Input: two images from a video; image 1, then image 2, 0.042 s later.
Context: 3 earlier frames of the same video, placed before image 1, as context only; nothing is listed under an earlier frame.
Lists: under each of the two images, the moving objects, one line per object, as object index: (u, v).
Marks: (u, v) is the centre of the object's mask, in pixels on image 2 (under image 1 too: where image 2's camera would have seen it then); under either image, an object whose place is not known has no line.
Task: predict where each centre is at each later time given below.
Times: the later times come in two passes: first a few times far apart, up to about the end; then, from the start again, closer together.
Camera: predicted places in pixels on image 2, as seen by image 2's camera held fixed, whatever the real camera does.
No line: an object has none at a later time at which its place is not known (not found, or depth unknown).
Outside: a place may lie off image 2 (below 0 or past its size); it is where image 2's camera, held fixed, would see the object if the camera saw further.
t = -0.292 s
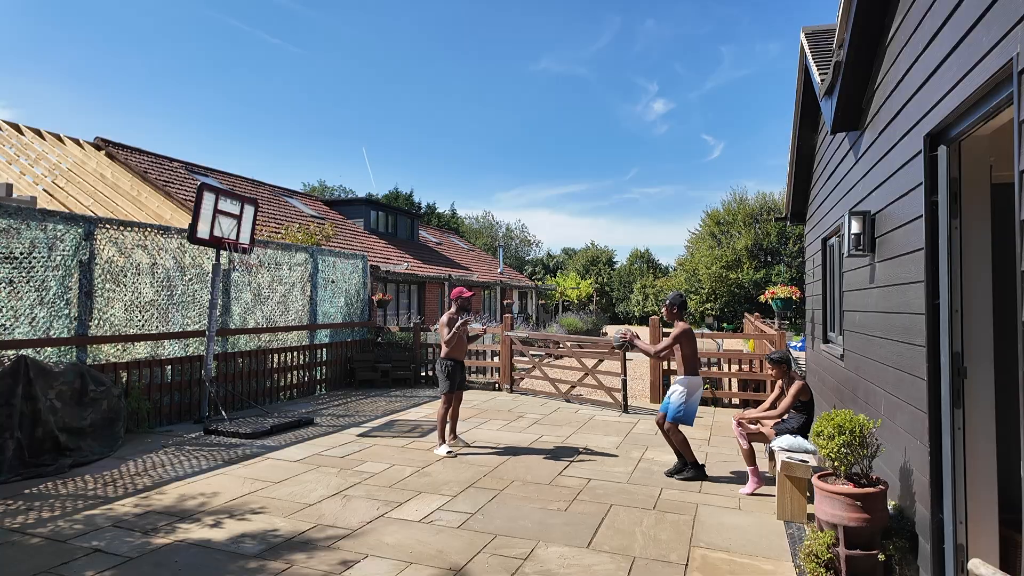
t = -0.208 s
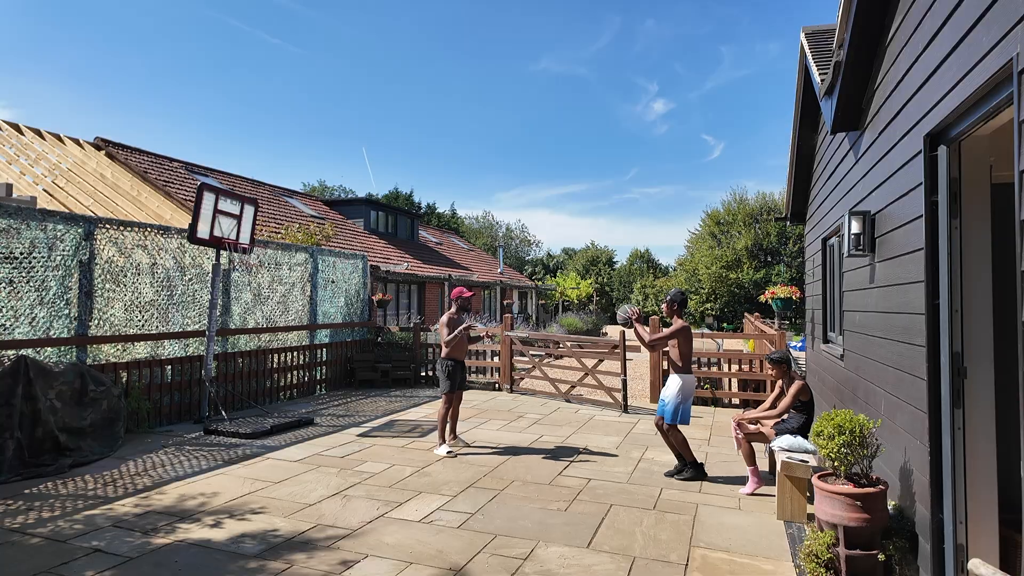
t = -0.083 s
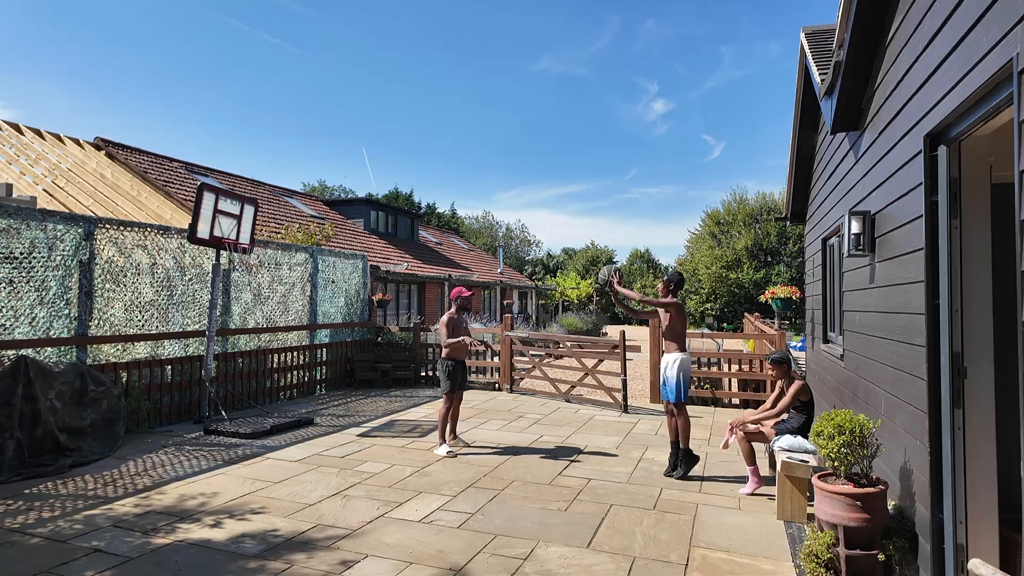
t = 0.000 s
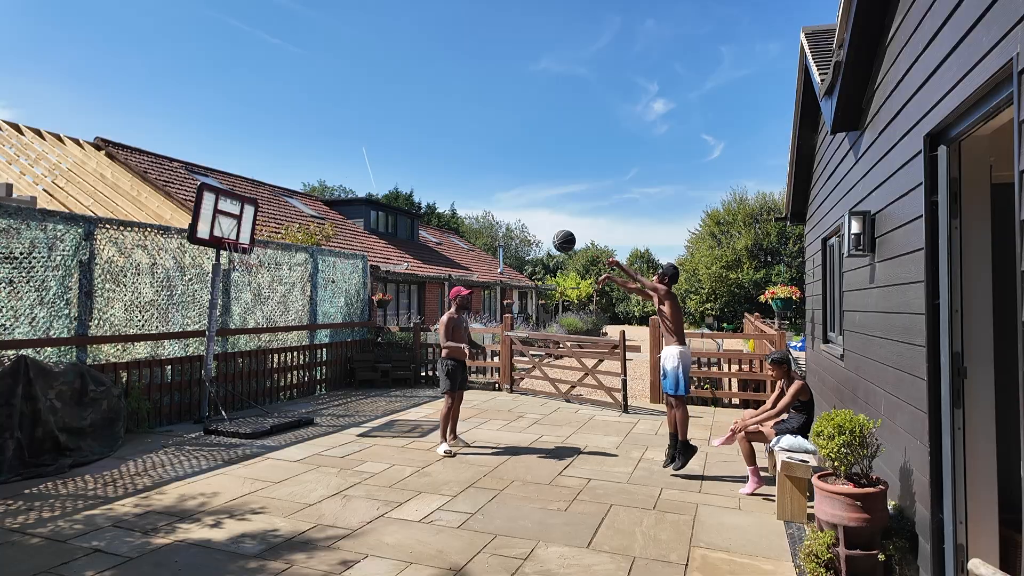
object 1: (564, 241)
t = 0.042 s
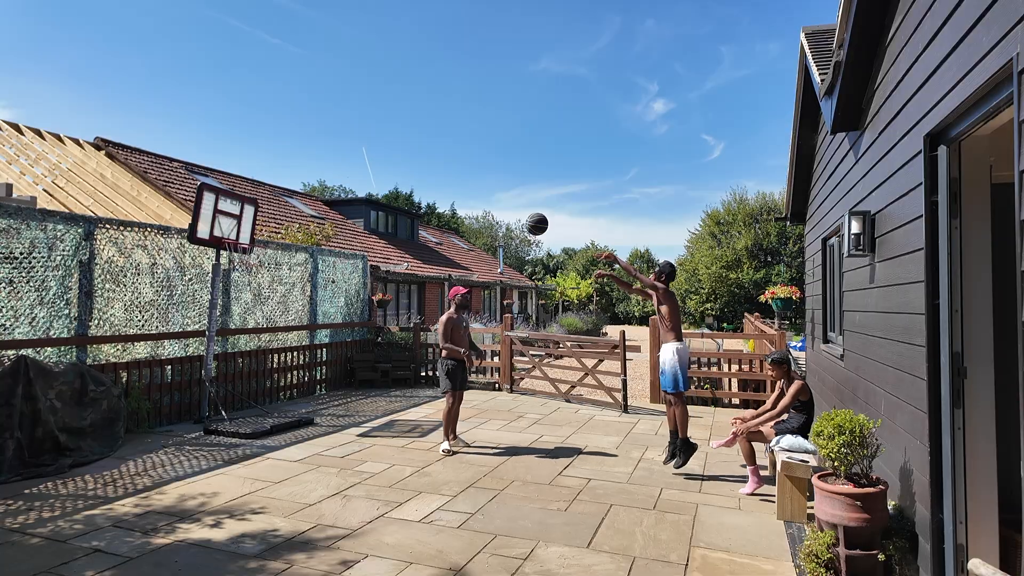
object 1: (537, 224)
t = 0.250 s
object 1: (437, 182)
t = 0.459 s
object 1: (341, 177)
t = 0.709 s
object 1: (244, 218)
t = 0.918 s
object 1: (259, 261)
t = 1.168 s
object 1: (253, 263)
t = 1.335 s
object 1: (244, 286)
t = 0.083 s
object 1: (519, 214)
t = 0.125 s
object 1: (493, 201)
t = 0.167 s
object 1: (477, 194)
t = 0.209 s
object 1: (452, 186)
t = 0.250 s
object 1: (437, 182)
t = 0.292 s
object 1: (414, 177)
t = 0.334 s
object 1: (399, 175)
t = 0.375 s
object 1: (377, 174)
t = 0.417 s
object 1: (362, 175)
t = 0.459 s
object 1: (341, 177)
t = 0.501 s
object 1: (328, 180)
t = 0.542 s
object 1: (307, 185)
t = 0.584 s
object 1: (294, 190)
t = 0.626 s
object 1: (275, 199)
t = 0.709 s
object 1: (244, 218)
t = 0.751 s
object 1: (234, 226)
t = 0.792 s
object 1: (243, 236)
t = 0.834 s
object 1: (249, 250)
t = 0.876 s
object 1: (257, 261)
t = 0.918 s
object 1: (259, 261)
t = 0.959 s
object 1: (260, 260)
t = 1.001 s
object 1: (260, 259)
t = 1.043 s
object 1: (258, 258)
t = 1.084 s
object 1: (256, 257)
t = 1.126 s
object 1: (255, 261)
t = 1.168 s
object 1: (253, 263)
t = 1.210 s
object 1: (250, 268)
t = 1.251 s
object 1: (248, 272)
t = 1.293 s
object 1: (245, 280)
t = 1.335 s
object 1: (244, 286)
